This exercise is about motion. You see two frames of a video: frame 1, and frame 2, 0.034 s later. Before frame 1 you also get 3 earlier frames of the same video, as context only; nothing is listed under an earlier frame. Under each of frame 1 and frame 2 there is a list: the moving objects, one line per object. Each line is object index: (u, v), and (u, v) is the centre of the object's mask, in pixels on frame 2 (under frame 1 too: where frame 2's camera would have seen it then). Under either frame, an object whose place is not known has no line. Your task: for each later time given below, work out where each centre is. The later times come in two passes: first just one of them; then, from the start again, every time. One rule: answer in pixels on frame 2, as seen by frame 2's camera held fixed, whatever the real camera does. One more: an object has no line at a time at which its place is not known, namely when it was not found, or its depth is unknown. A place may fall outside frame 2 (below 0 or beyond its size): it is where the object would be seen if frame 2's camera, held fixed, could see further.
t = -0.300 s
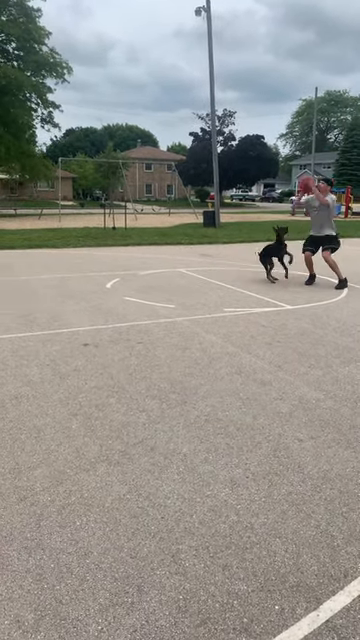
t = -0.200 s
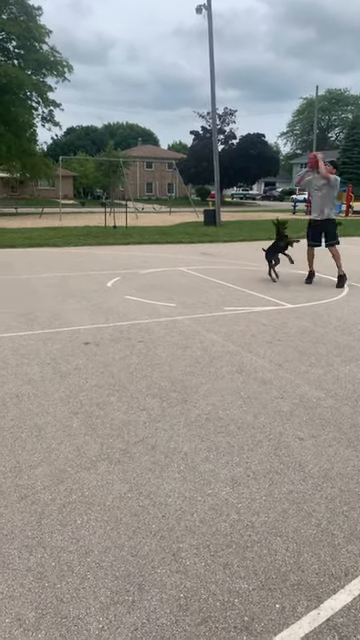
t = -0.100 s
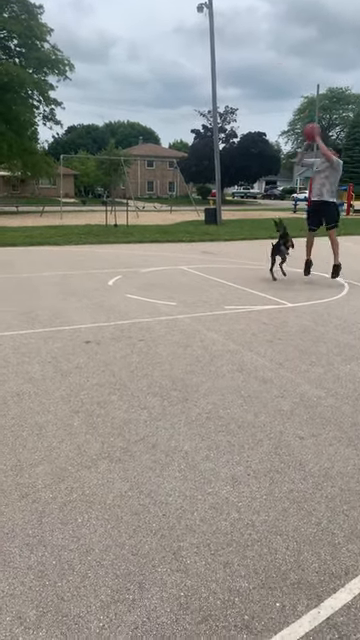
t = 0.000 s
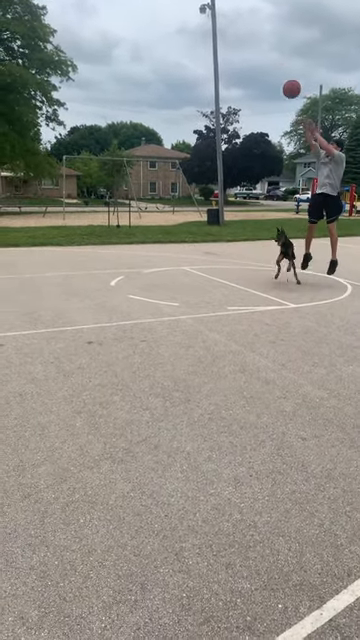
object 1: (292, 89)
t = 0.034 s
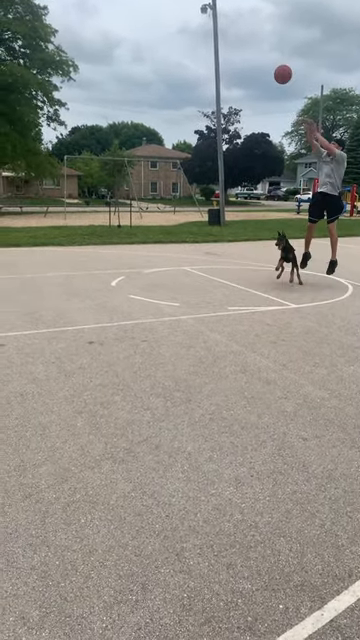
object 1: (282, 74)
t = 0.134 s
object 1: (251, 33)
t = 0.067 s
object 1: (272, 60)
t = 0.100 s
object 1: (262, 46)
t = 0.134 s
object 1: (251, 33)
